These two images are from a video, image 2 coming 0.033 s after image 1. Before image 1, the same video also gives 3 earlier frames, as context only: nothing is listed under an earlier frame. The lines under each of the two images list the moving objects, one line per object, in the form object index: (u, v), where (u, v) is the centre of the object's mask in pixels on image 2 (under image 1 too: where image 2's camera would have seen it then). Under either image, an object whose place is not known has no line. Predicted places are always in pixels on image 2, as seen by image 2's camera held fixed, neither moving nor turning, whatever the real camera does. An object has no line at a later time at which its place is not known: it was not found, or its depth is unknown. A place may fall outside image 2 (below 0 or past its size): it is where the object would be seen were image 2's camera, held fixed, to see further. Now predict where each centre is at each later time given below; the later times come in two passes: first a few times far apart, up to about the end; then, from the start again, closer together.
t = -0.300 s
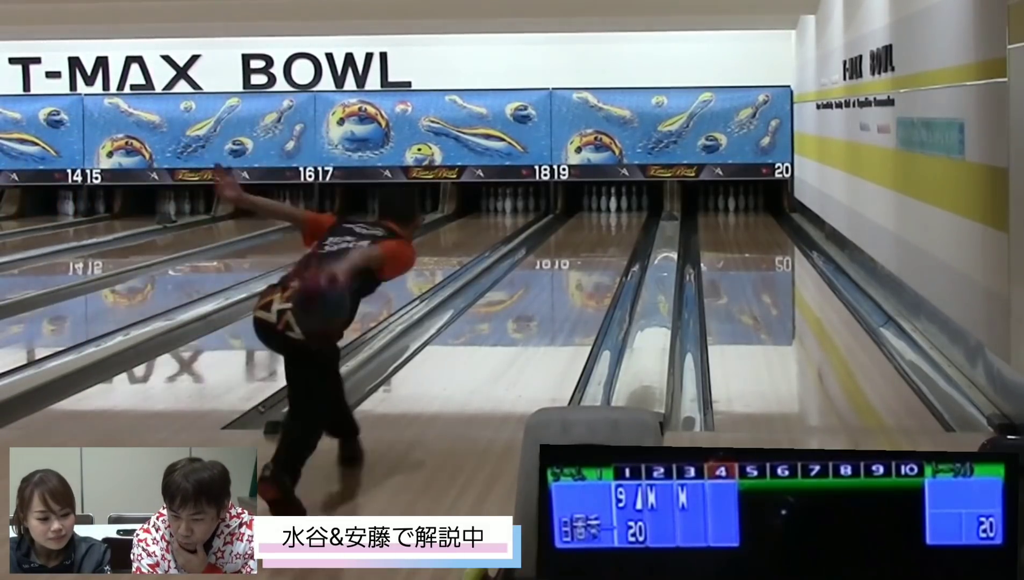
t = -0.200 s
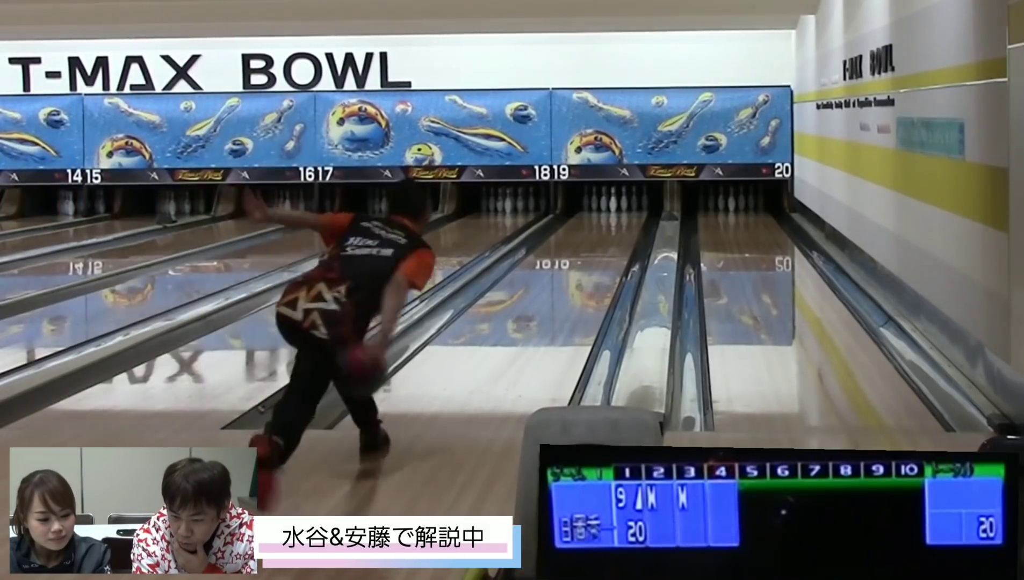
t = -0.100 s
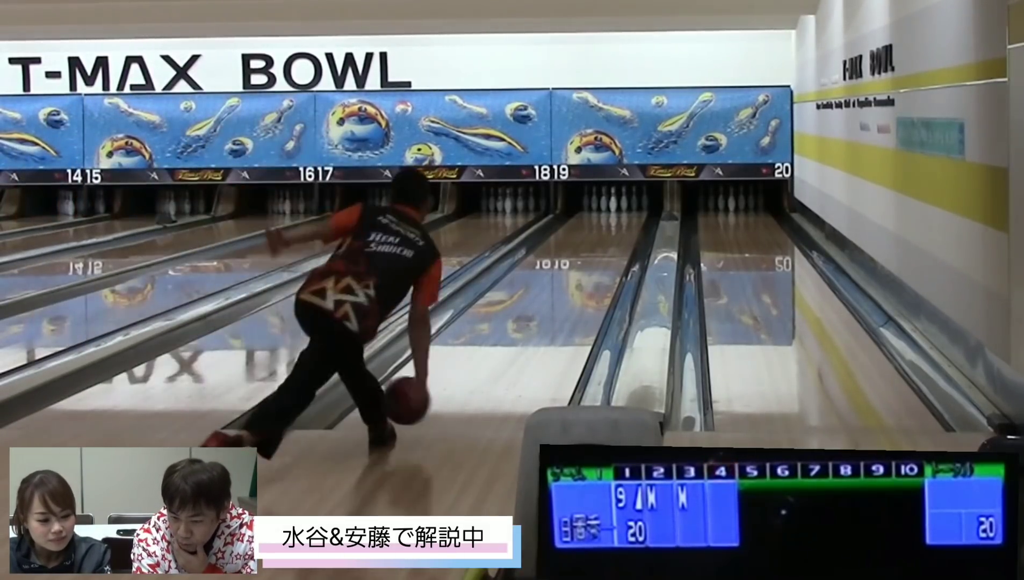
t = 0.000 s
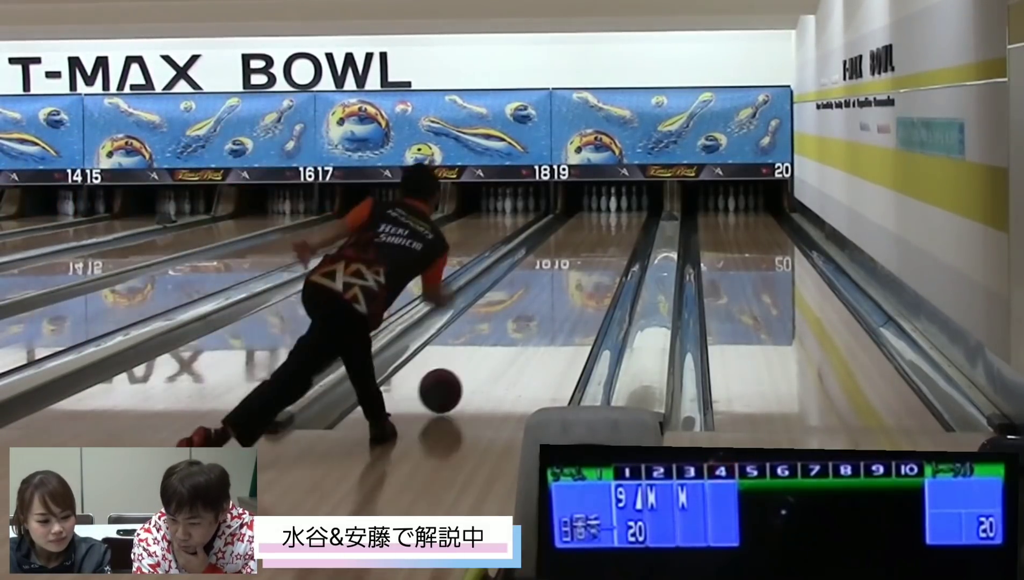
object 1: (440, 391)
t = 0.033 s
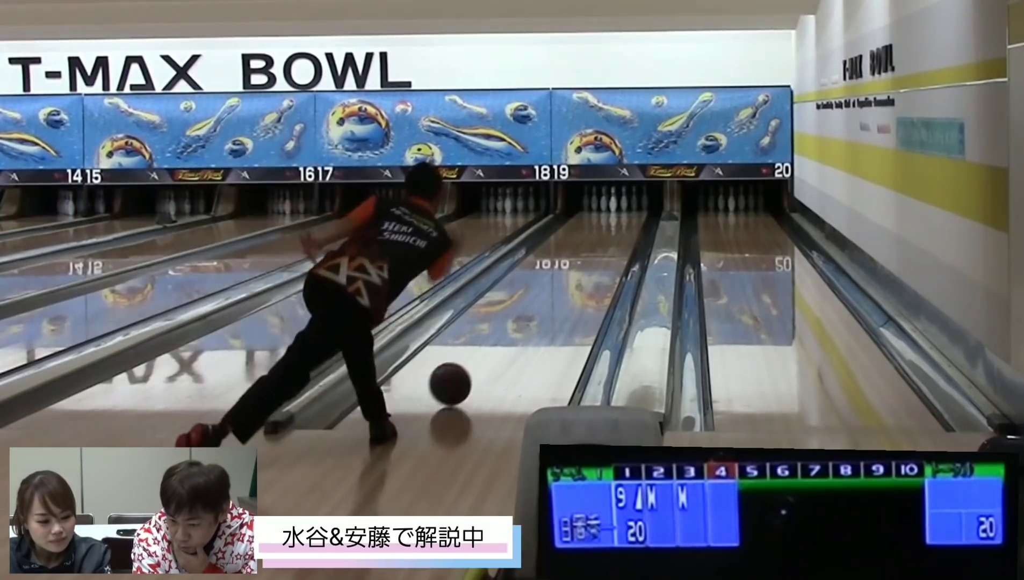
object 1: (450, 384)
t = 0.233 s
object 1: (498, 345)
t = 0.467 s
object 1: (538, 311)
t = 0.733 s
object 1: (570, 283)
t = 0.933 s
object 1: (588, 267)
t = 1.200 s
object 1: (607, 249)
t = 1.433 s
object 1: (618, 238)
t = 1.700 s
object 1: (626, 227)
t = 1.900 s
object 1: (627, 220)
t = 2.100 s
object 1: (627, 214)
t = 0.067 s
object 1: (459, 376)
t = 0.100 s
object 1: (468, 370)
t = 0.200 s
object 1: (491, 351)
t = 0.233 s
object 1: (498, 345)
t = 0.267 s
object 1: (504, 340)
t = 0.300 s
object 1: (511, 334)
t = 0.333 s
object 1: (516, 329)
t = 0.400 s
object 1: (528, 320)
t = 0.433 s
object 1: (533, 315)
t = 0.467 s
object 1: (538, 311)
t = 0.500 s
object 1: (542, 307)
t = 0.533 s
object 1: (547, 303)
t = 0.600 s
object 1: (555, 296)
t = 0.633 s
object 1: (559, 293)
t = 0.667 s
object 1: (563, 290)
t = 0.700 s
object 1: (566, 287)
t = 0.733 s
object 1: (570, 283)
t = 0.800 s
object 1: (576, 278)
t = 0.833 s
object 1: (579, 275)
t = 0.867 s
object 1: (583, 273)
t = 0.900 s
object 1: (585, 270)
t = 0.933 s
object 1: (588, 267)
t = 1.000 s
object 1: (593, 263)
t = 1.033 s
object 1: (595, 261)
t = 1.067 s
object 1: (598, 258)
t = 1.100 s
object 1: (600, 256)
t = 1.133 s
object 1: (602, 254)
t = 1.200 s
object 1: (607, 249)
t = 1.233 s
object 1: (608, 249)
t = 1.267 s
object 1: (610, 247)
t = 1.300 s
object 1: (612, 244)
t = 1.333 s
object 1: (614, 242)
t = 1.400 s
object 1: (616, 240)
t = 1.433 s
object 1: (618, 238)
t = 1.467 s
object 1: (619, 237)
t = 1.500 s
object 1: (620, 236)
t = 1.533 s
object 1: (621, 234)
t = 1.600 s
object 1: (623, 232)
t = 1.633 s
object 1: (624, 230)
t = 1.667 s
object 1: (626, 228)
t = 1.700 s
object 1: (626, 227)
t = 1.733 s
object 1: (627, 225)
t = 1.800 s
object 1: (627, 223)
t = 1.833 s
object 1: (628, 222)
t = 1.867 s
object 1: (628, 221)
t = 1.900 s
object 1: (627, 220)
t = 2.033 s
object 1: (627, 216)
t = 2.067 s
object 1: (627, 215)
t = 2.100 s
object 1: (627, 214)
